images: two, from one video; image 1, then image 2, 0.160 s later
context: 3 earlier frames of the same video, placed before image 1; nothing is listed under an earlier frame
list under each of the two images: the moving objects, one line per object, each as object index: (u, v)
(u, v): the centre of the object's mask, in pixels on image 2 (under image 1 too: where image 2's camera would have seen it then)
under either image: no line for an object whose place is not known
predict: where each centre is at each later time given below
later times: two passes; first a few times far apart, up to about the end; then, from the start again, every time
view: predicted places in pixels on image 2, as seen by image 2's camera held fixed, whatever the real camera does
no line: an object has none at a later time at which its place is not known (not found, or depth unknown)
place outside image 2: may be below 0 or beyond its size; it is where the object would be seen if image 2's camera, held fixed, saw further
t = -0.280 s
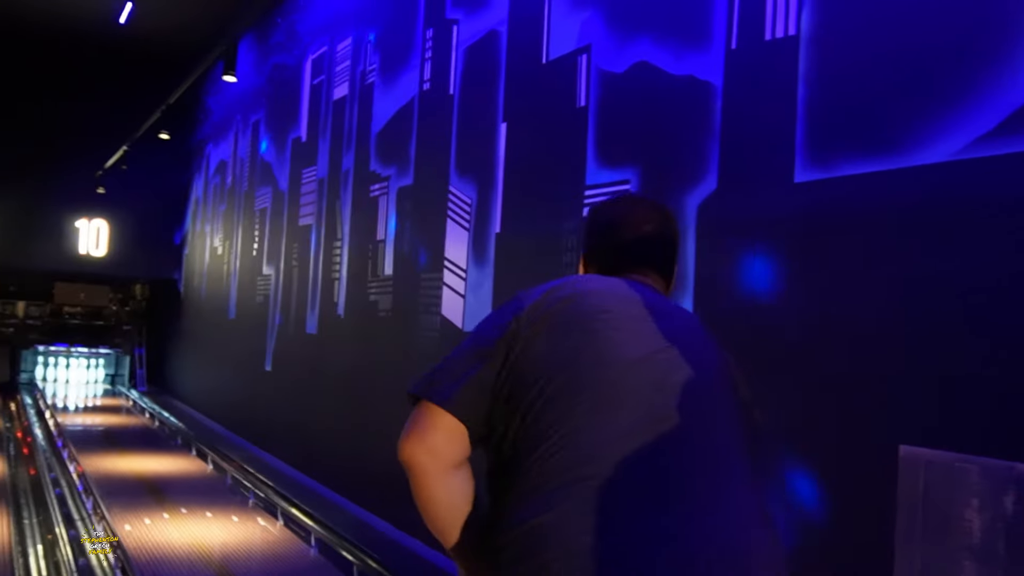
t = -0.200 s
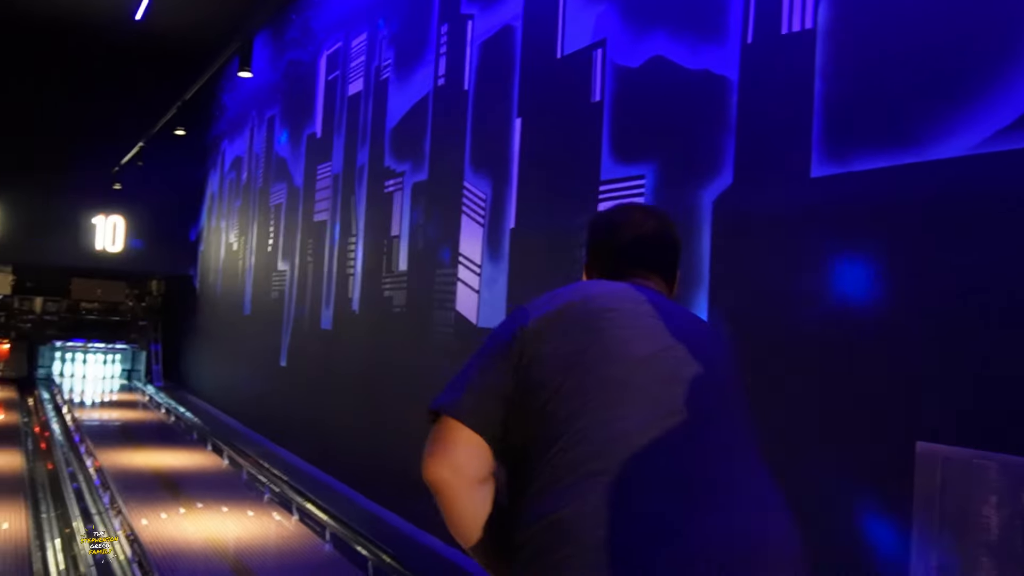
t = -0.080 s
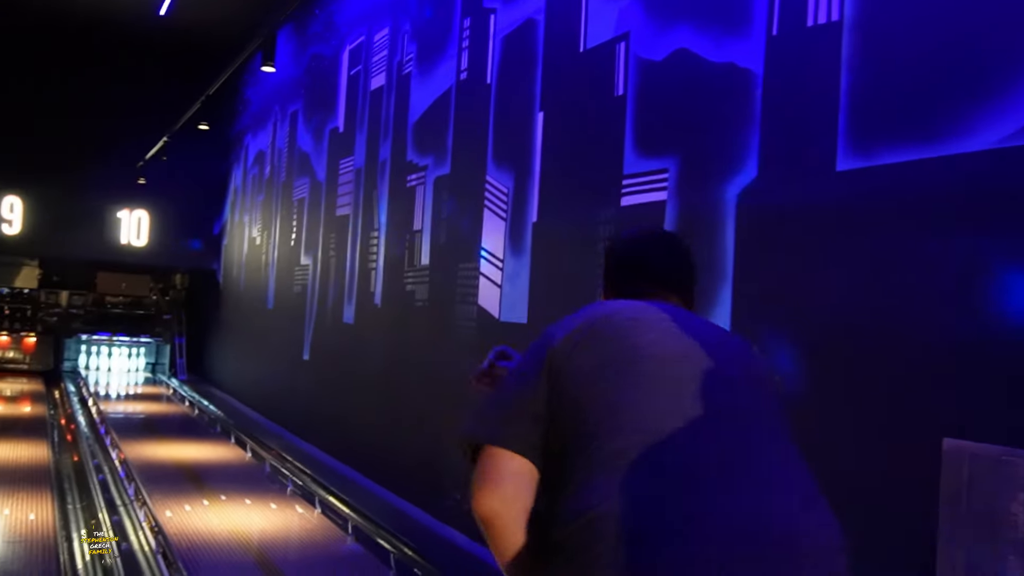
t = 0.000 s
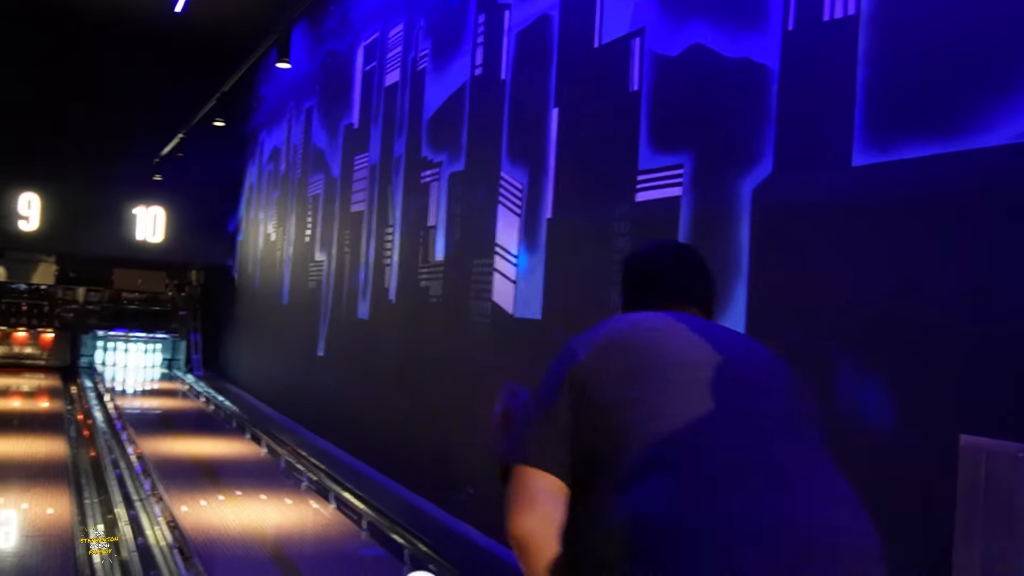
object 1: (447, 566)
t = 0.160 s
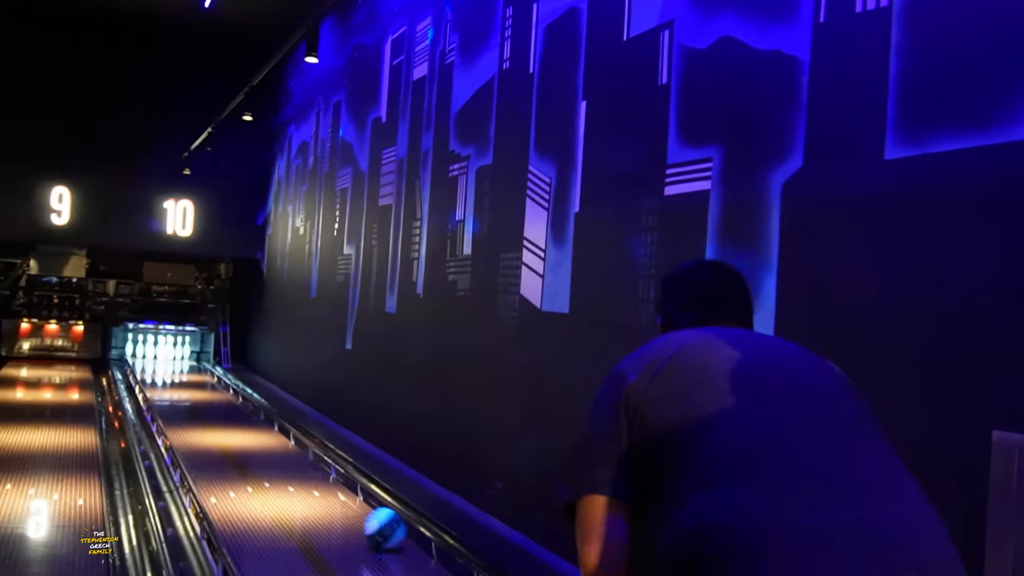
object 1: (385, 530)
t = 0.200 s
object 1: (372, 517)
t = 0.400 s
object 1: (326, 470)
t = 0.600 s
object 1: (292, 438)
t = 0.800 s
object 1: (258, 416)
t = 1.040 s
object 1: (229, 397)
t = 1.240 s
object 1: (208, 383)
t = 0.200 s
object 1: (372, 517)
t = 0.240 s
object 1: (362, 506)
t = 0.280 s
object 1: (352, 495)
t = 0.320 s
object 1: (343, 486)
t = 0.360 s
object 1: (334, 477)
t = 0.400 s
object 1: (326, 470)
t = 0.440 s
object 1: (320, 463)
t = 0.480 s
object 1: (314, 454)
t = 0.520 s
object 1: (307, 447)
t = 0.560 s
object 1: (301, 444)
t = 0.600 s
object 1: (292, 438)
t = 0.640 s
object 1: (285, 433)
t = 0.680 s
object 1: (278, 429)
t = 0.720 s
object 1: (271, 424)
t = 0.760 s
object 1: (265, 420)
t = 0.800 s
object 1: (258, 416)
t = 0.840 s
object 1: (252, 414)
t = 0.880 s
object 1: (247, 408)
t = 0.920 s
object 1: (242, 403)
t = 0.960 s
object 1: (237, 403)
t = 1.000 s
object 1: (232, 400)
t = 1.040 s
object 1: (229, 397)
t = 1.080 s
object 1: (224, 394)
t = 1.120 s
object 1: (220, 391)
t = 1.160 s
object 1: (215, 389)
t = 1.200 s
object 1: (211, 385)
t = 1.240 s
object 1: (208, 383)
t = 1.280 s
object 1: (207, 381)
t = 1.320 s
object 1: (202, 379)
